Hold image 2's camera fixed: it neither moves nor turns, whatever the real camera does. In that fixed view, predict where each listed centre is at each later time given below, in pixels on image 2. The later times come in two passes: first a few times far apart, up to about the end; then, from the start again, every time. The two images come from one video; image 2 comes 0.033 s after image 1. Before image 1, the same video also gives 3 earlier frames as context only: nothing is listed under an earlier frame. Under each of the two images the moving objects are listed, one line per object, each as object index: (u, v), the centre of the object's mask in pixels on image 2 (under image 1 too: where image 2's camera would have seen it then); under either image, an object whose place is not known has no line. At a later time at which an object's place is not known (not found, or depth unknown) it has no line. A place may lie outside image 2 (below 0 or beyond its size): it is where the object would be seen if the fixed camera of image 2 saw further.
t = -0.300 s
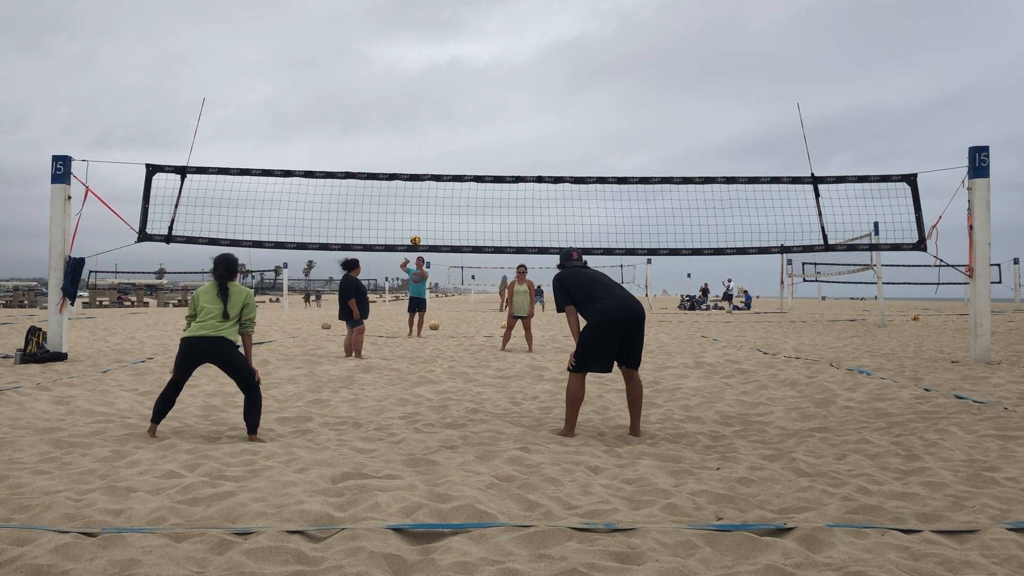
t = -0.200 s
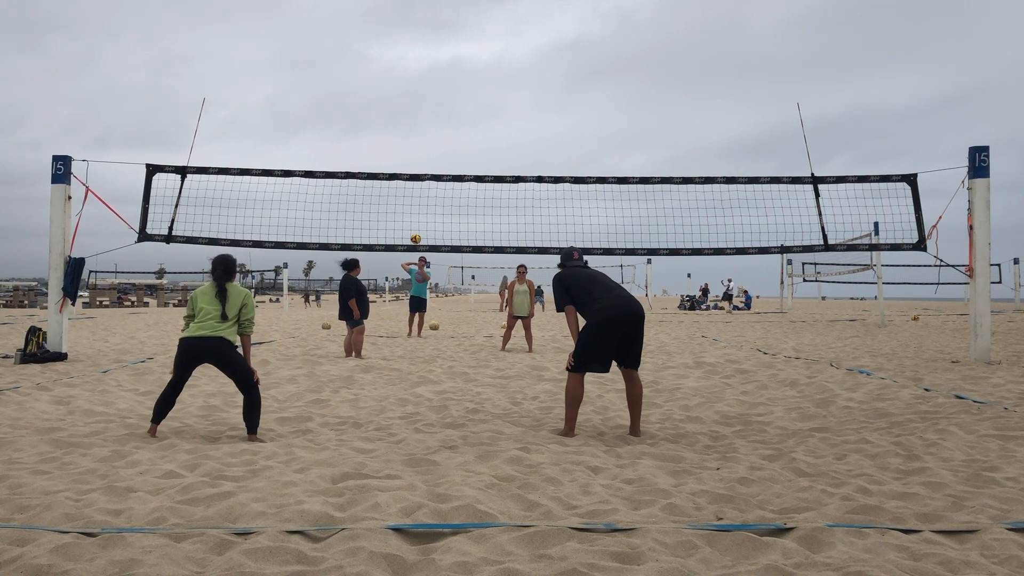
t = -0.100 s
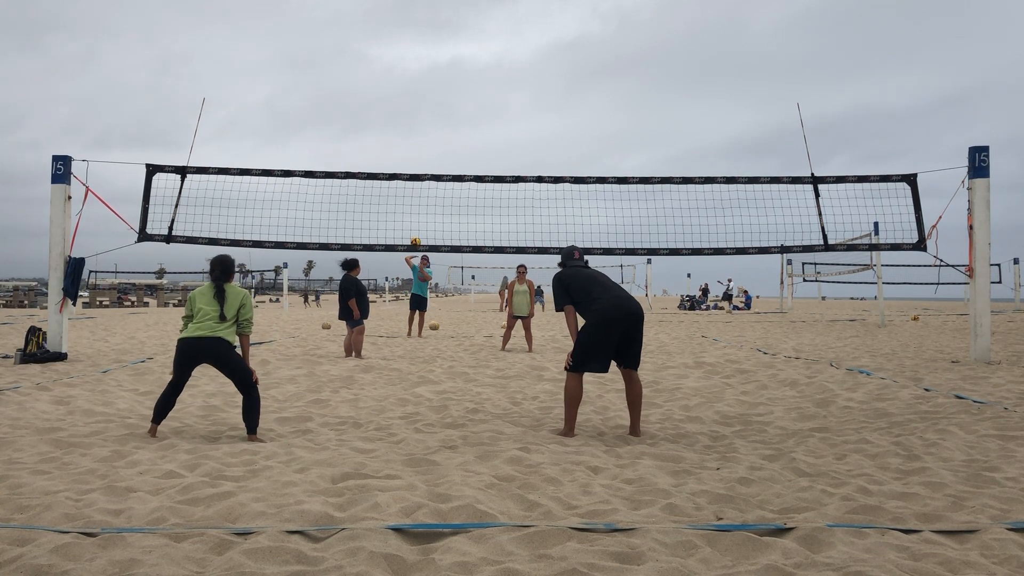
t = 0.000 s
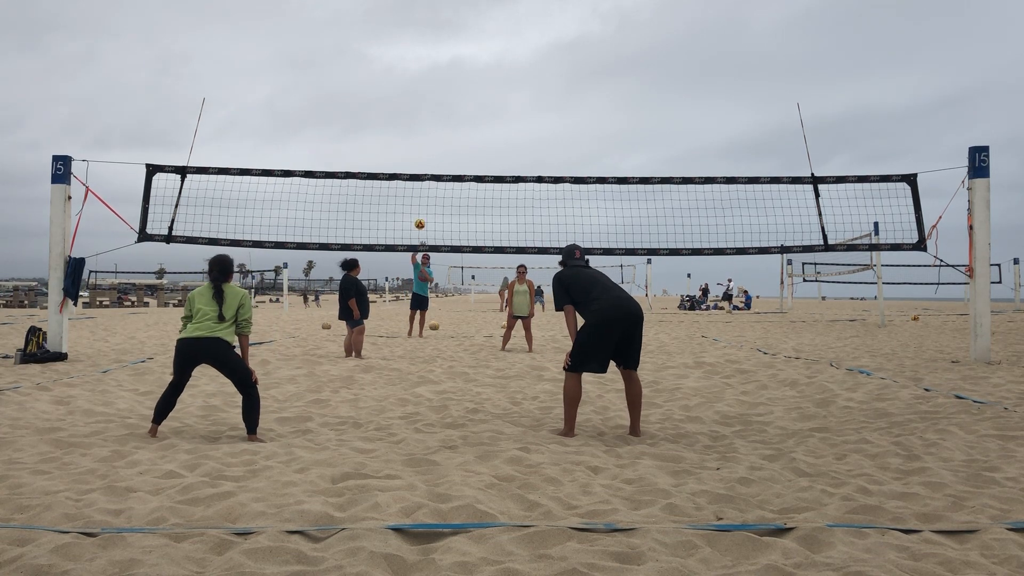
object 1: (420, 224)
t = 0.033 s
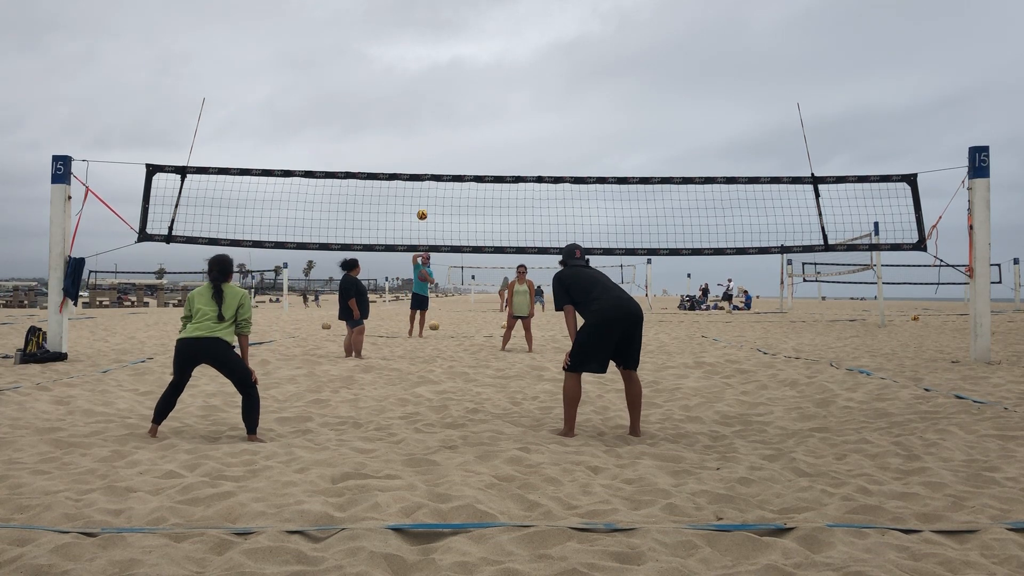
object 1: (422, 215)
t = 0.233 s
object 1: (433, 168)
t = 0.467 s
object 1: (444, 134)
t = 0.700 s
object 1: (454, 131)
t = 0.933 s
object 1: (463, 166)
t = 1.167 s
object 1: (468, 236)
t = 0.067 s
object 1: (424, 206)
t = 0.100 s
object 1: (426, 197)
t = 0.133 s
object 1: (428, 189)
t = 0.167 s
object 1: (430, 183)
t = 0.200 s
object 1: (431, 172)
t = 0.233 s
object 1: (433, 168)
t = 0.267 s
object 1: (434, 161)
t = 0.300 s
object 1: (436, 155)
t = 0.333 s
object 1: (438, 150)
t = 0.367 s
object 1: (439, 145)
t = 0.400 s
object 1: (441, 141)
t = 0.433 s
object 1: (442, 137)
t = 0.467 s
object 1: (444, 134)
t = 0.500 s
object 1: (445, 131)
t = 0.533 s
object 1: (447, 129)
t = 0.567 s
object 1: (448, 128)
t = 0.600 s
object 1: (450, 128)
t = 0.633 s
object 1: (451, 128)
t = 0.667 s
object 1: (453, 129)
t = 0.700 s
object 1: (454, 131)
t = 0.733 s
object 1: (456, 133)
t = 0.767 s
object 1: (457, 136)
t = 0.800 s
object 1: (458, 141)
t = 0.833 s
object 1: (460, 146)
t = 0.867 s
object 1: (461, 152)
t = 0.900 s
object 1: (462, 158)
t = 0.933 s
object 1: (463, 166)
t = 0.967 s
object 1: (465, 171)
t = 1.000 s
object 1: (466, 187)
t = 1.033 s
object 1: (467, 196)
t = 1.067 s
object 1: (468, 209)
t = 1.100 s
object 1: (468, 222)
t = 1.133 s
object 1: (468, 230)
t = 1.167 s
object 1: (468, 236)
